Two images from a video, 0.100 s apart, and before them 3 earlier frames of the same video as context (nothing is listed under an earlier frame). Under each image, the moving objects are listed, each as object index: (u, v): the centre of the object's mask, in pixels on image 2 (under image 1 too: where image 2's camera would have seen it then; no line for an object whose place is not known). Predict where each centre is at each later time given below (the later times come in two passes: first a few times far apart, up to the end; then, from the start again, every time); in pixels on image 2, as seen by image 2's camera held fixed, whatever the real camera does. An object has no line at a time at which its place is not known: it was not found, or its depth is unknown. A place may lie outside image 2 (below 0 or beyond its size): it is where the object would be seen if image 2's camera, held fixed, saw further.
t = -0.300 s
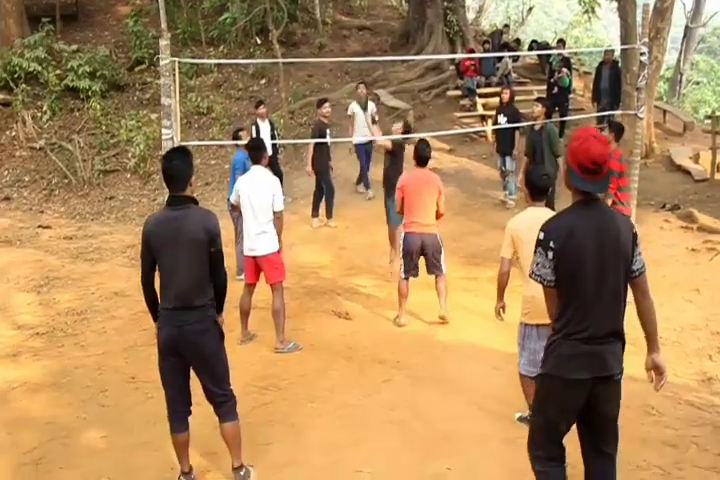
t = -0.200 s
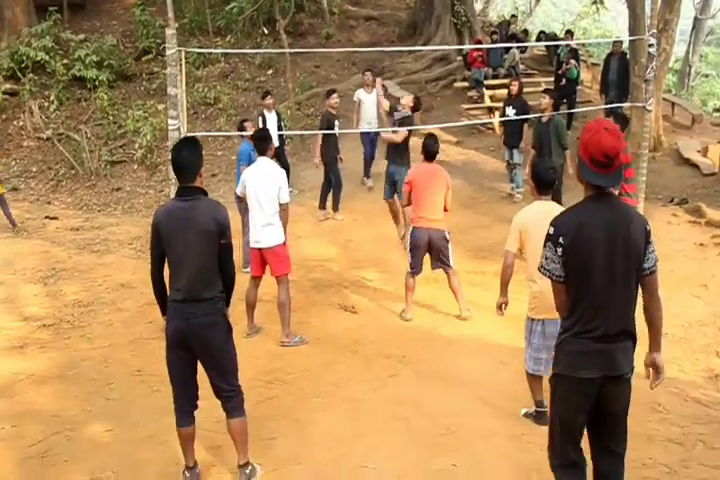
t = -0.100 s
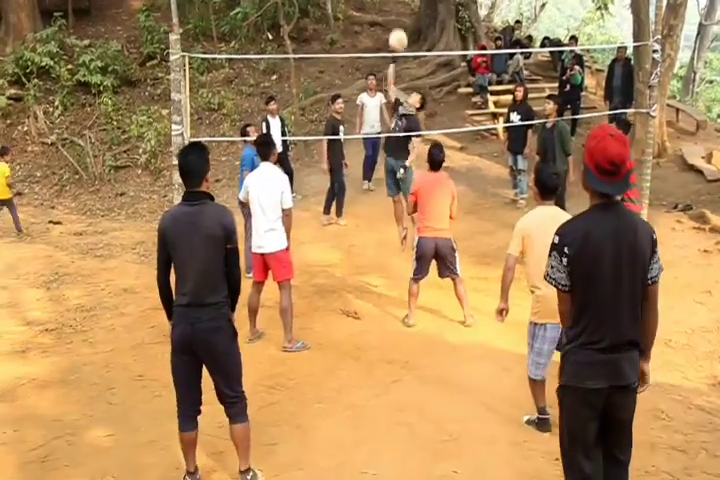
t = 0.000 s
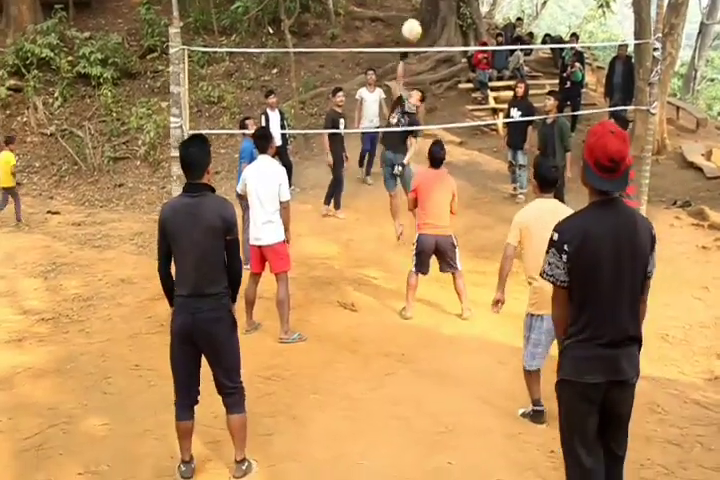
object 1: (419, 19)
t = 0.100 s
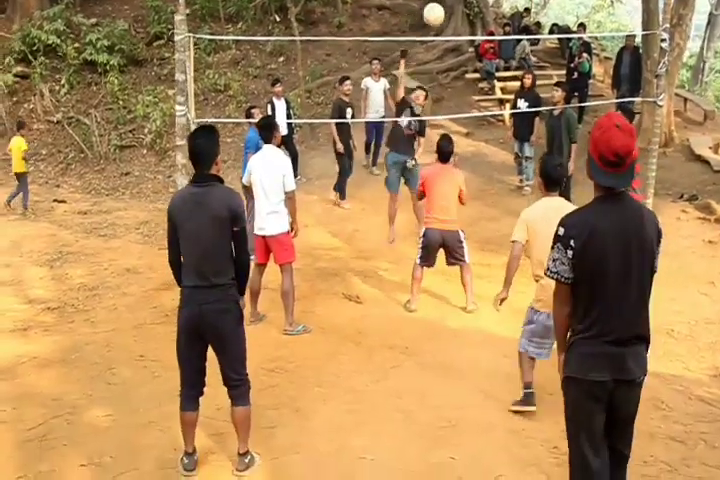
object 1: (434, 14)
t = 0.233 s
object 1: (457, 25)
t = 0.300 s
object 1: (470, 42)
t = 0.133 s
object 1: (439, 16)
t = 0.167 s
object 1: (445, 17)
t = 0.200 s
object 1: (451, 21)
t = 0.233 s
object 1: (457, 25)
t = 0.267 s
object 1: (465, 32)
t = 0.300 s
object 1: (470, 42)
